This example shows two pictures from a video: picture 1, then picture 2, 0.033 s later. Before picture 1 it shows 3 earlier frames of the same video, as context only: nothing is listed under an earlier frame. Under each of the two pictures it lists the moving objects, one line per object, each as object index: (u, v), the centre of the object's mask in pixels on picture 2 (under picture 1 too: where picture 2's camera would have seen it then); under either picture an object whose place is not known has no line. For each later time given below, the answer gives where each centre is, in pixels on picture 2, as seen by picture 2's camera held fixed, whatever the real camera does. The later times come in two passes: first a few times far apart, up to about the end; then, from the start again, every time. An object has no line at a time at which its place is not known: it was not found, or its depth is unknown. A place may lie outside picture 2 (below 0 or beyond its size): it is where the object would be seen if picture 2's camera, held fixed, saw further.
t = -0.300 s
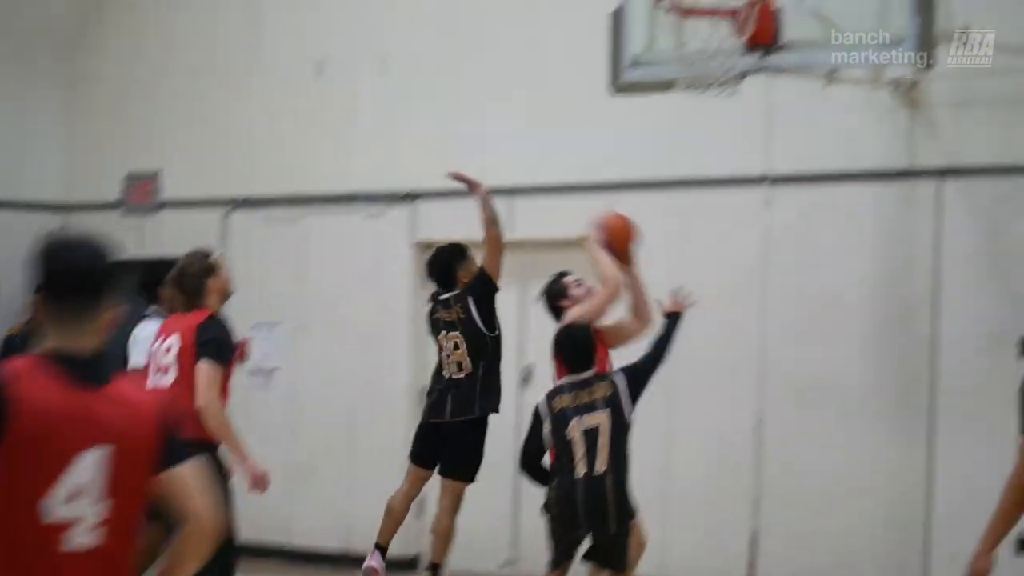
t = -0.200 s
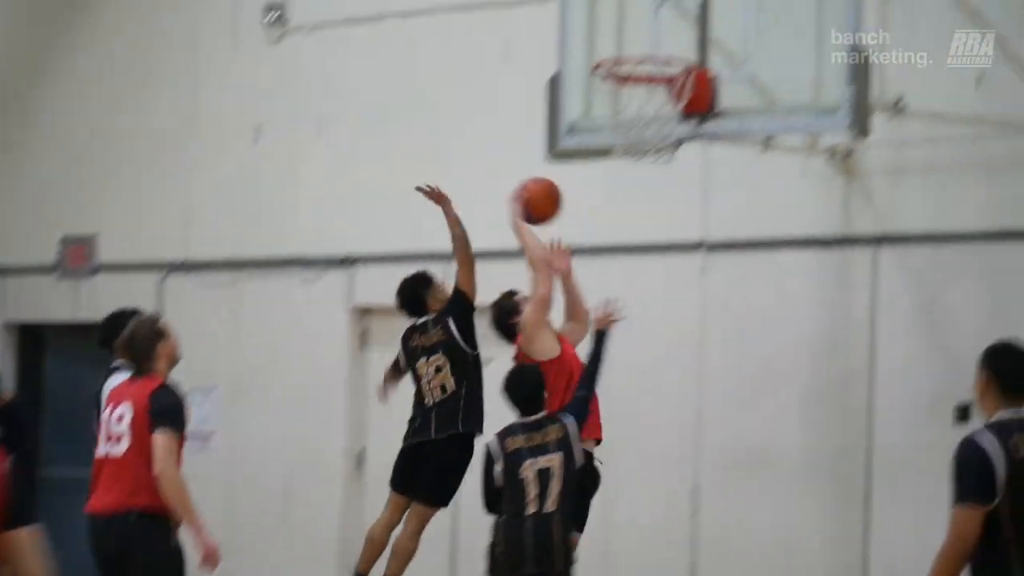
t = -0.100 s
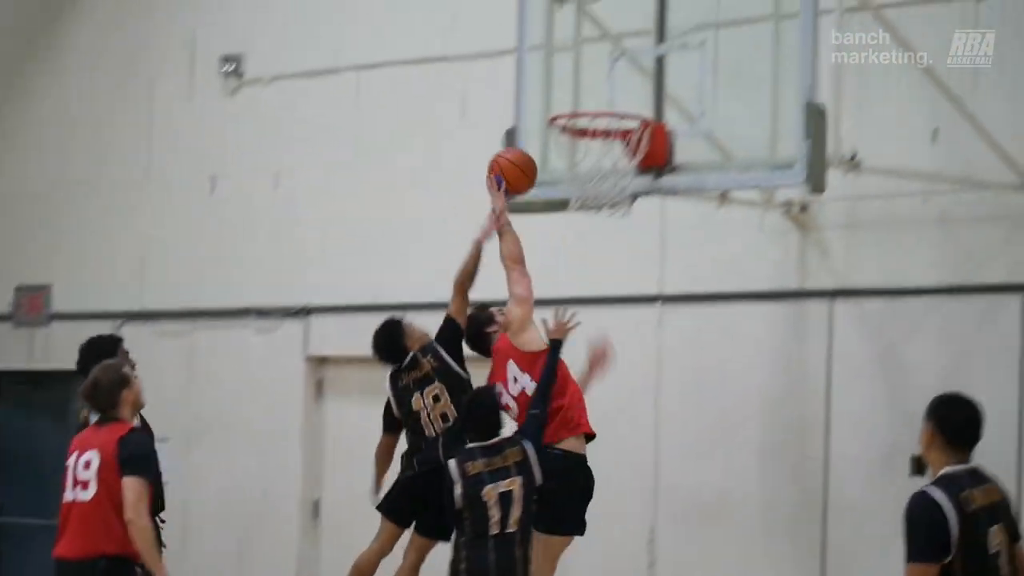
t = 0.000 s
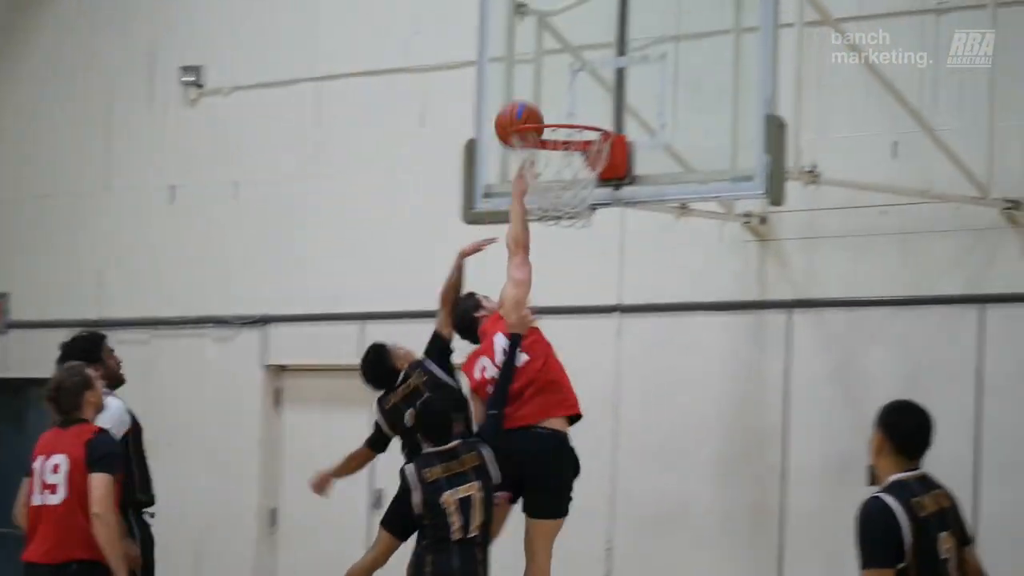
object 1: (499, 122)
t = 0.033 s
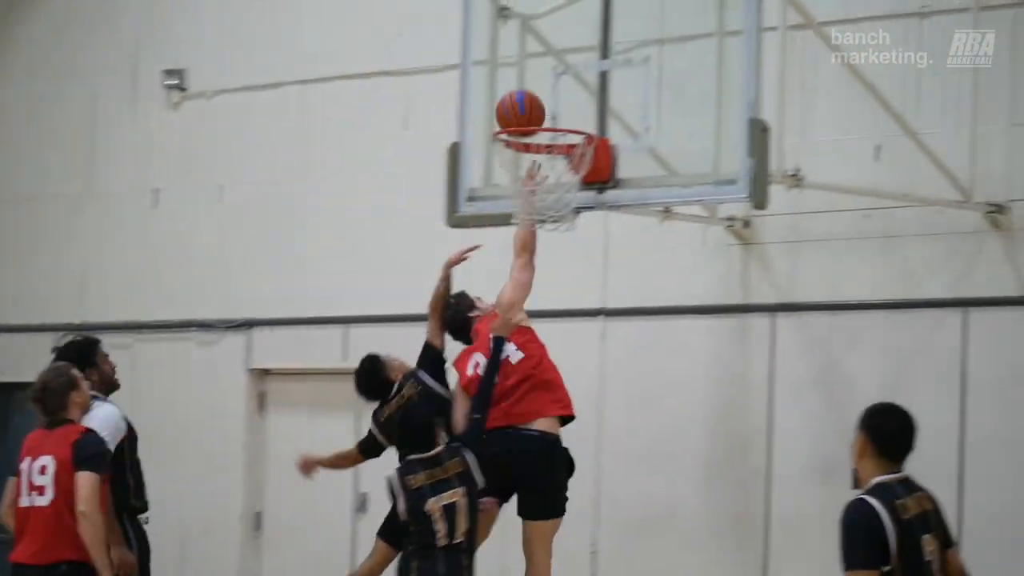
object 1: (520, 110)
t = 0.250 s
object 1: (549, 107)
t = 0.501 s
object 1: (526, 202)
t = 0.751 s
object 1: (532, 303)
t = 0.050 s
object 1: (529, 106)
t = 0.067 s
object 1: (538, 101)
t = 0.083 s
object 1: (541, 98)
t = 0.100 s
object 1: (542, 96)
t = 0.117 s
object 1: (543, 95)
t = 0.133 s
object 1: (544, 95)
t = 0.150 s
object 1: (545, 95)
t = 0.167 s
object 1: (545, 95)
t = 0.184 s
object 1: (546, 97)
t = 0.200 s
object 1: (547, 99)
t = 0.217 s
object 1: (547, 101)
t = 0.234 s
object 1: (548, 104)
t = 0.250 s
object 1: (549, 107)
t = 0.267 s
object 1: (550, 111)
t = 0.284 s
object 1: (550, 116)
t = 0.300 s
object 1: (550, 124)
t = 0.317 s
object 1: (551, 129)
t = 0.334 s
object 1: (551, 135)
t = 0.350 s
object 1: (551, 142)
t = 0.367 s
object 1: (547, 149)
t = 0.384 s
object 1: (545, 155)
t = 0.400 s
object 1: (541, 163)
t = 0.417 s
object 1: (538, 171)
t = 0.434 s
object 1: (534, 178)
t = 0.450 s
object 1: (532, 185)
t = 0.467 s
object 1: (529, 191)
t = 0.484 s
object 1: (527, 196)
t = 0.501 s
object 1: (526, 202)
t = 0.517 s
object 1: (525, 207)
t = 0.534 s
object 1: (525, 211)
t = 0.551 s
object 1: (525, 215)
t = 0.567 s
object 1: (527, 222)
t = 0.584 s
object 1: (527, 227)
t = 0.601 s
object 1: (527, 231)
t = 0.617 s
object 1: (528, 236)
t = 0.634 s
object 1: (529, 242)
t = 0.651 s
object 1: (529, 249)
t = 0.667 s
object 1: (529, 256)
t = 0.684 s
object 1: (530, 265)
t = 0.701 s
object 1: (530, 274)
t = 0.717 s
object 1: (531, 283)
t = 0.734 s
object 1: (531, 293)
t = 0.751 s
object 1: (532, 303)
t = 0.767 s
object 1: (532, 315)
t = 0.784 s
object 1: (533, 327)
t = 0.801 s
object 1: (533, 339)
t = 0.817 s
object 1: (533, 352)
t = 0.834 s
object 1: (533, 366)
